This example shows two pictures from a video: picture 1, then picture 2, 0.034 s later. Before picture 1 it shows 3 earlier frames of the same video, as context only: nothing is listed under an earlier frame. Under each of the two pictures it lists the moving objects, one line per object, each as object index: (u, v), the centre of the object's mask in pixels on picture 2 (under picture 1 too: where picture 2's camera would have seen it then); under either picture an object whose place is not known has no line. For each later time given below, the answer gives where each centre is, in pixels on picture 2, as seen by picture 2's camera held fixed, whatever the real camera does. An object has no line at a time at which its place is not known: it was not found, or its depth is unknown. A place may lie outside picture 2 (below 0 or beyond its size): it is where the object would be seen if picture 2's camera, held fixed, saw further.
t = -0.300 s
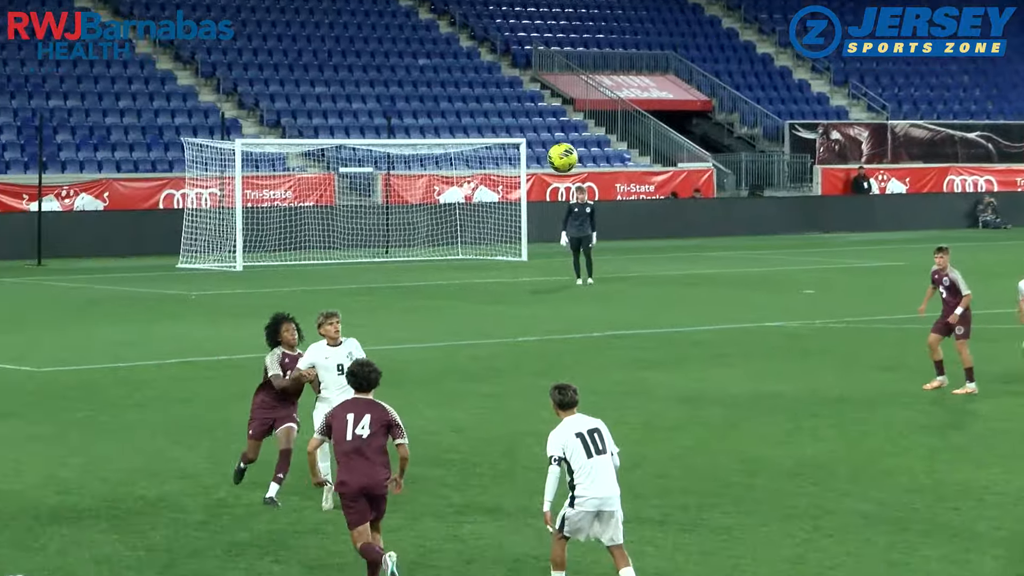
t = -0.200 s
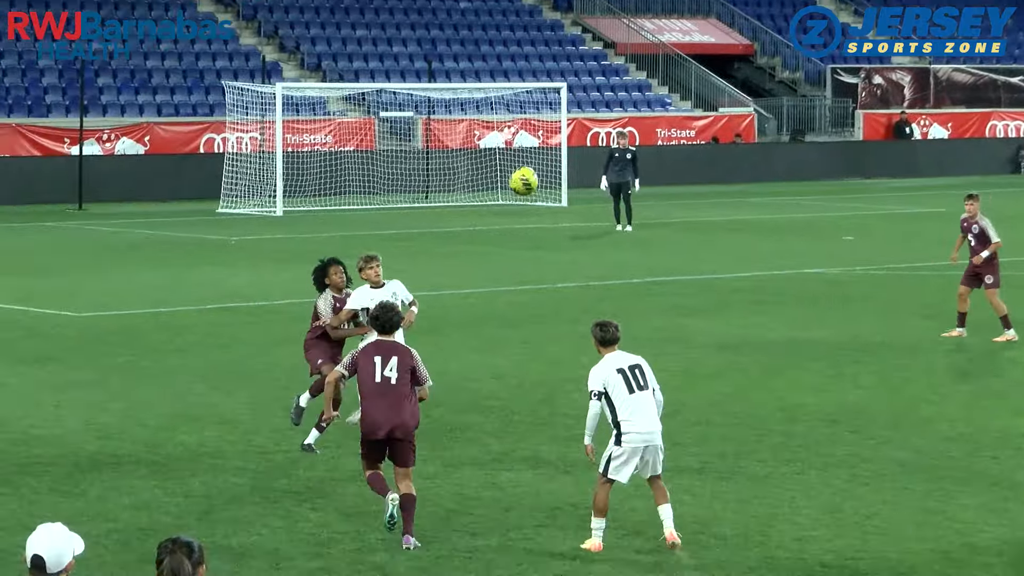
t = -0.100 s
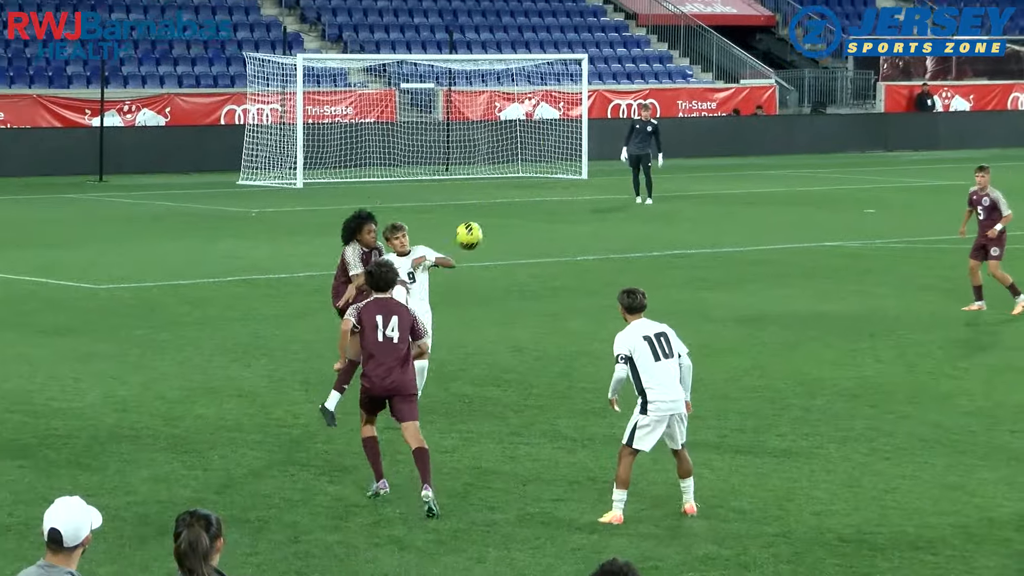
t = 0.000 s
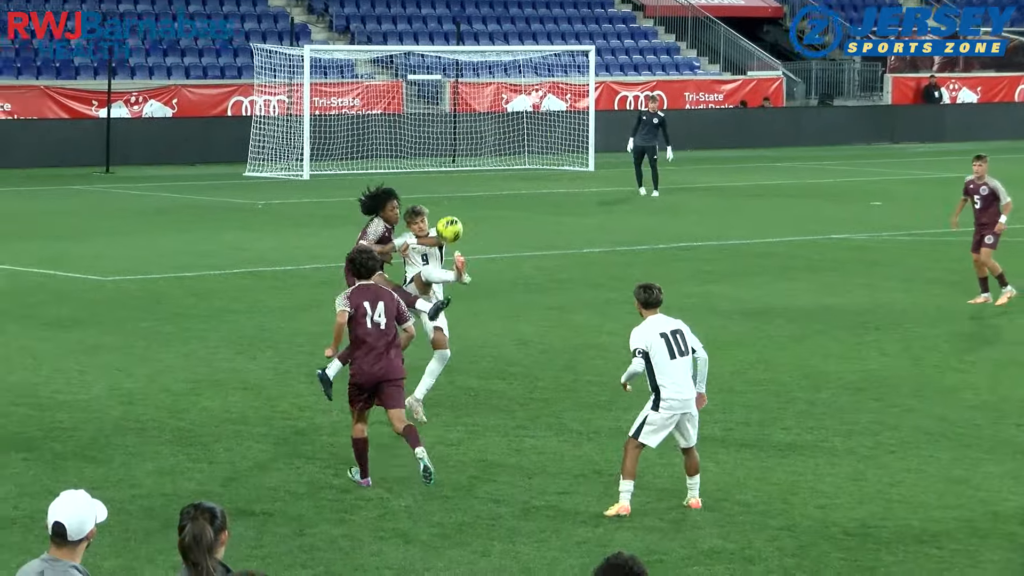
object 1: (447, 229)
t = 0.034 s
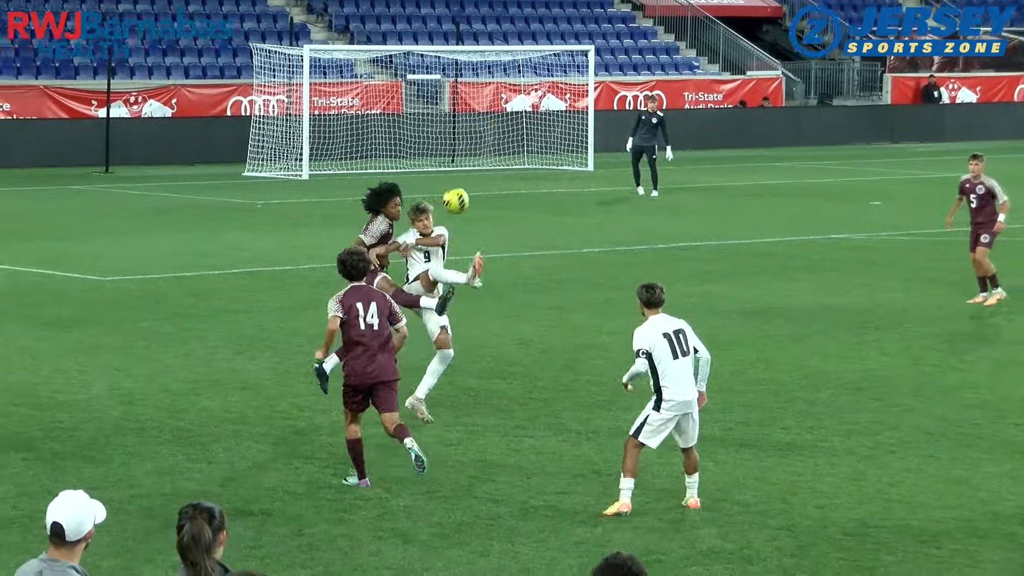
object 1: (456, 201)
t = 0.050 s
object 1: (460, 186)
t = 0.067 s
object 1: (462, 175)
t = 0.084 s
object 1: (465, 162)
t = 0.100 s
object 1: (467, 151)
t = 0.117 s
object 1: (470, 141)
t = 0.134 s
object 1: (472, 129)
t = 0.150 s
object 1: (475, 120)
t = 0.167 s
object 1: (477, 109)
